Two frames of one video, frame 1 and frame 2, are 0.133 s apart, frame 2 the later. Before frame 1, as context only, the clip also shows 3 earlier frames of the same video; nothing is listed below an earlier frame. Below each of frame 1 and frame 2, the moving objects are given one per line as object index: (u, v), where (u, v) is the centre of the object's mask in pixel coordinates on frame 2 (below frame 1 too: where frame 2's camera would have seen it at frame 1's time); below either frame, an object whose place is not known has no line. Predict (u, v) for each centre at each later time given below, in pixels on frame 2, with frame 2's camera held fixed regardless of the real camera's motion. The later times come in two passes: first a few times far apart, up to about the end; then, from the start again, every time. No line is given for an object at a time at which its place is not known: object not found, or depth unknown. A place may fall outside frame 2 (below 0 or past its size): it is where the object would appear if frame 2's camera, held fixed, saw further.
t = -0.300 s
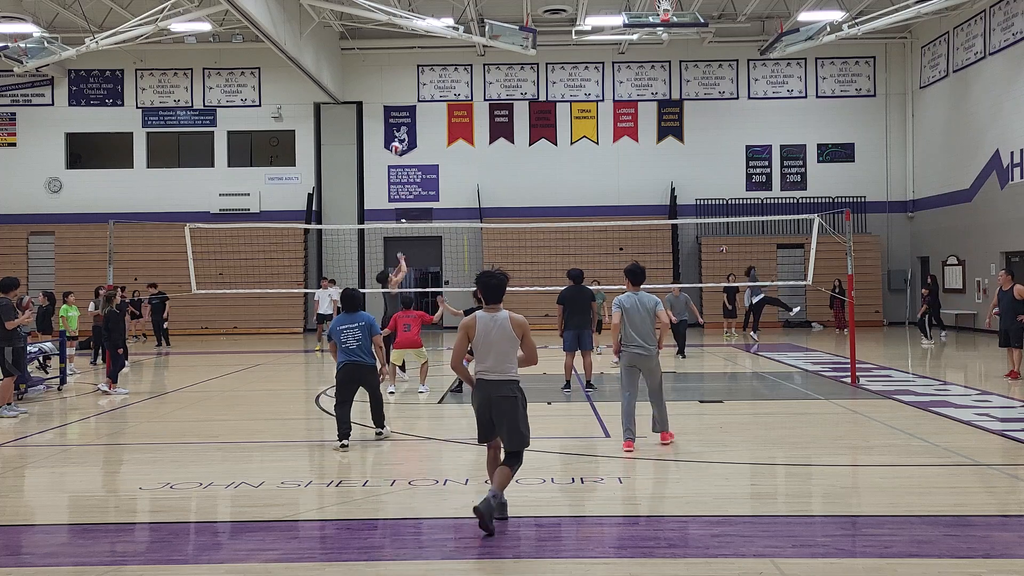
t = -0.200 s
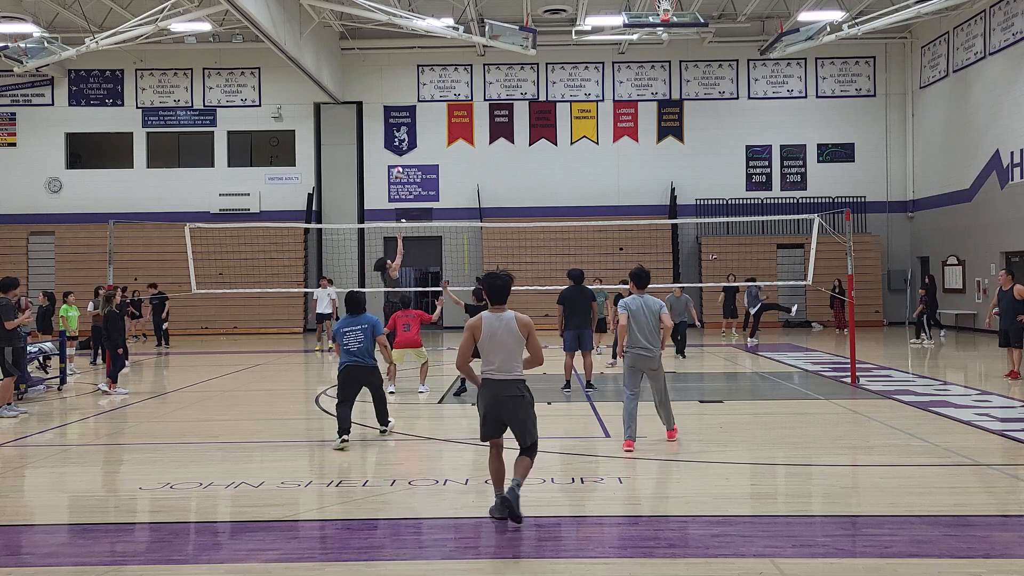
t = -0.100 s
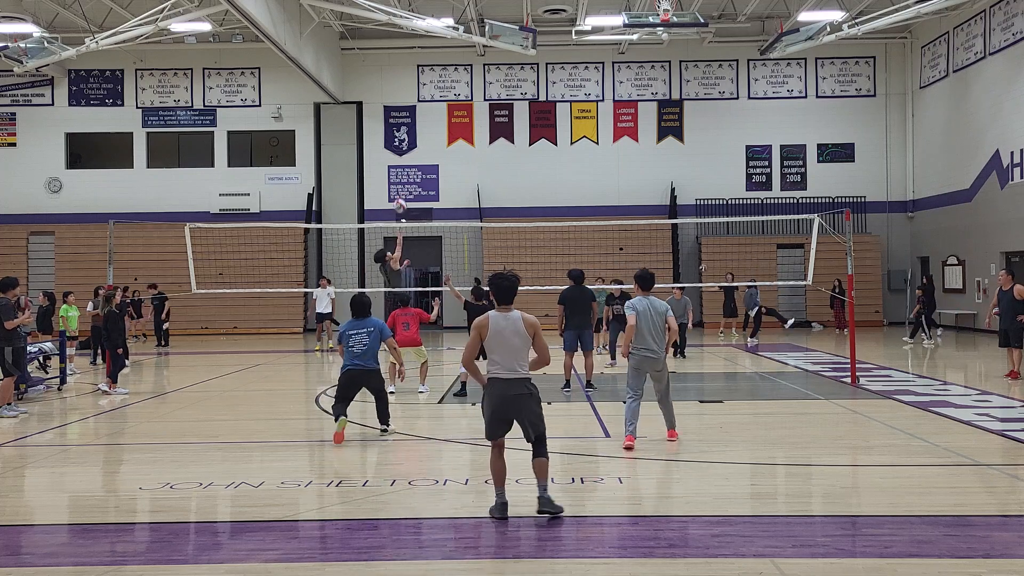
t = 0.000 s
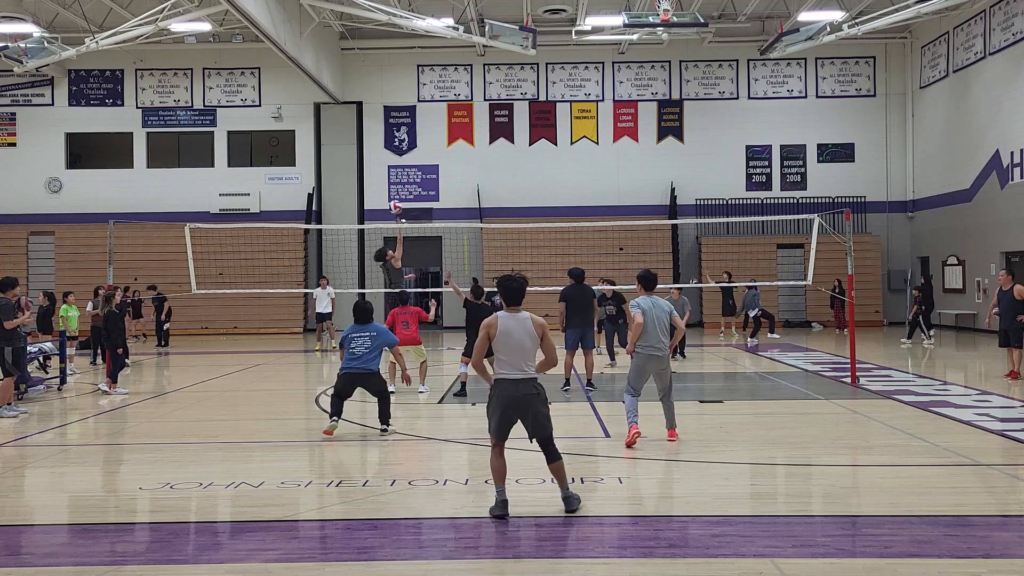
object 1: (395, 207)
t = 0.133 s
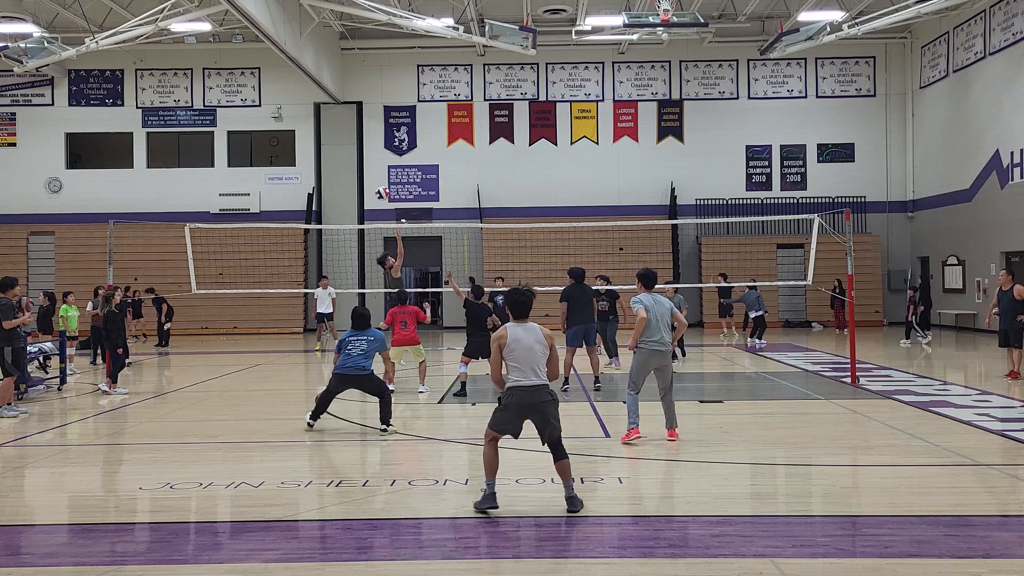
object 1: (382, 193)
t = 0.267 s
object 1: (368, 190)
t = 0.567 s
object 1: (336, 230)
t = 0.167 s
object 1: (379, 192)
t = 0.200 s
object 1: (375, 190)
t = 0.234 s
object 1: (372, 190)
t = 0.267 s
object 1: (368, 190)
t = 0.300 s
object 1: (364, 192)
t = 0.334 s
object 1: (361, 194)
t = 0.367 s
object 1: (357, 196)
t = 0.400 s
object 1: (354, 199)
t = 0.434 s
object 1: (350, 204)
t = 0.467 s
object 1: (347, 209)
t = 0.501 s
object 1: (343, 215)
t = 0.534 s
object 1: (339, 221)
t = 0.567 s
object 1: (336, 230)
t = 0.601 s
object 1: (332, 238)
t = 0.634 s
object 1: (328, 247)
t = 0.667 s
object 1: (325, 258)
